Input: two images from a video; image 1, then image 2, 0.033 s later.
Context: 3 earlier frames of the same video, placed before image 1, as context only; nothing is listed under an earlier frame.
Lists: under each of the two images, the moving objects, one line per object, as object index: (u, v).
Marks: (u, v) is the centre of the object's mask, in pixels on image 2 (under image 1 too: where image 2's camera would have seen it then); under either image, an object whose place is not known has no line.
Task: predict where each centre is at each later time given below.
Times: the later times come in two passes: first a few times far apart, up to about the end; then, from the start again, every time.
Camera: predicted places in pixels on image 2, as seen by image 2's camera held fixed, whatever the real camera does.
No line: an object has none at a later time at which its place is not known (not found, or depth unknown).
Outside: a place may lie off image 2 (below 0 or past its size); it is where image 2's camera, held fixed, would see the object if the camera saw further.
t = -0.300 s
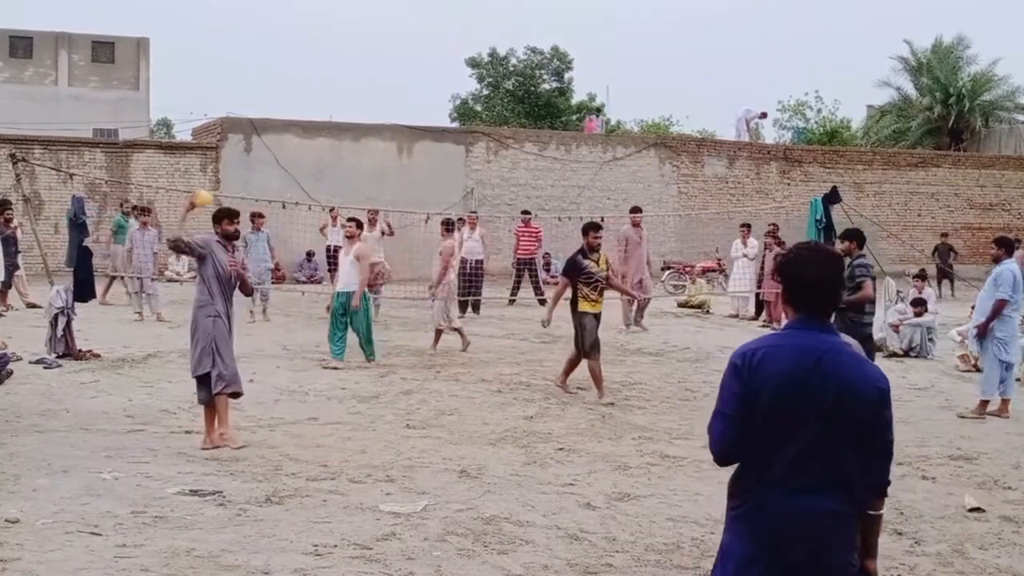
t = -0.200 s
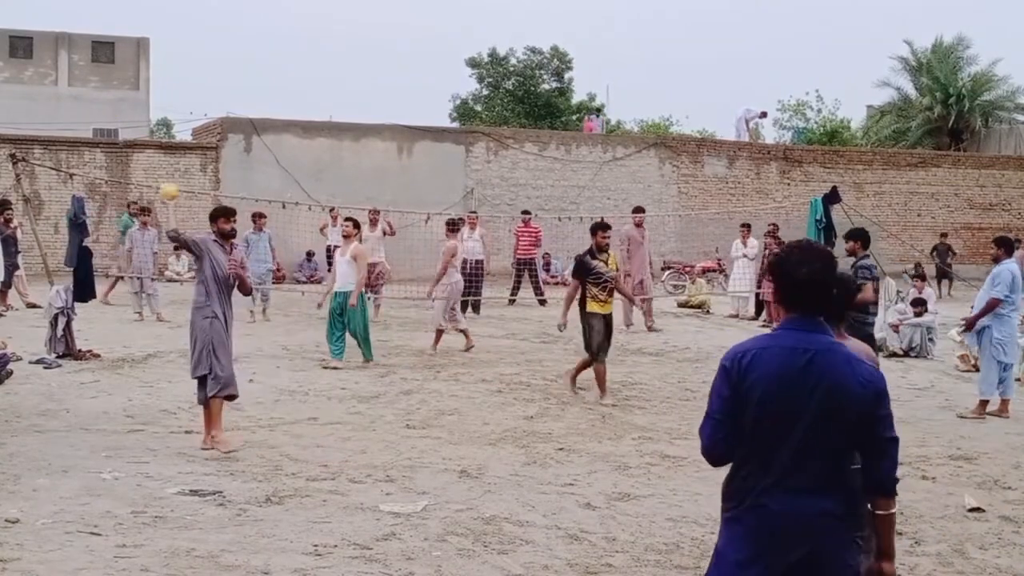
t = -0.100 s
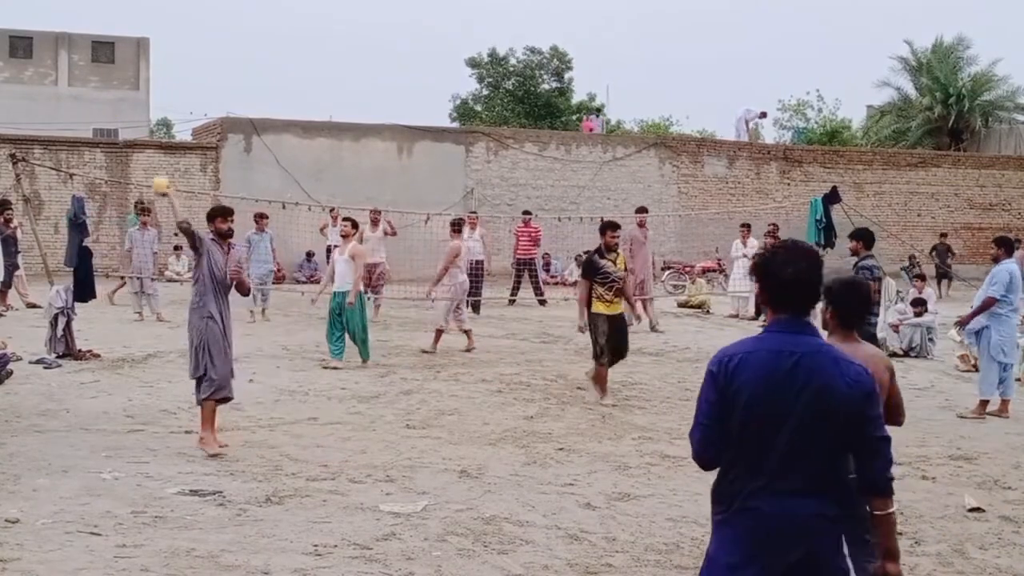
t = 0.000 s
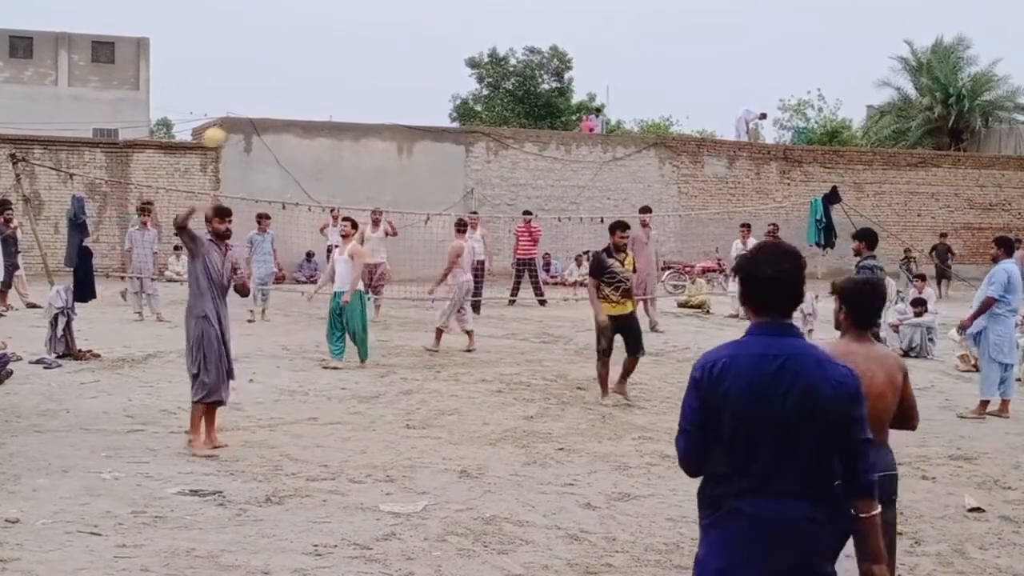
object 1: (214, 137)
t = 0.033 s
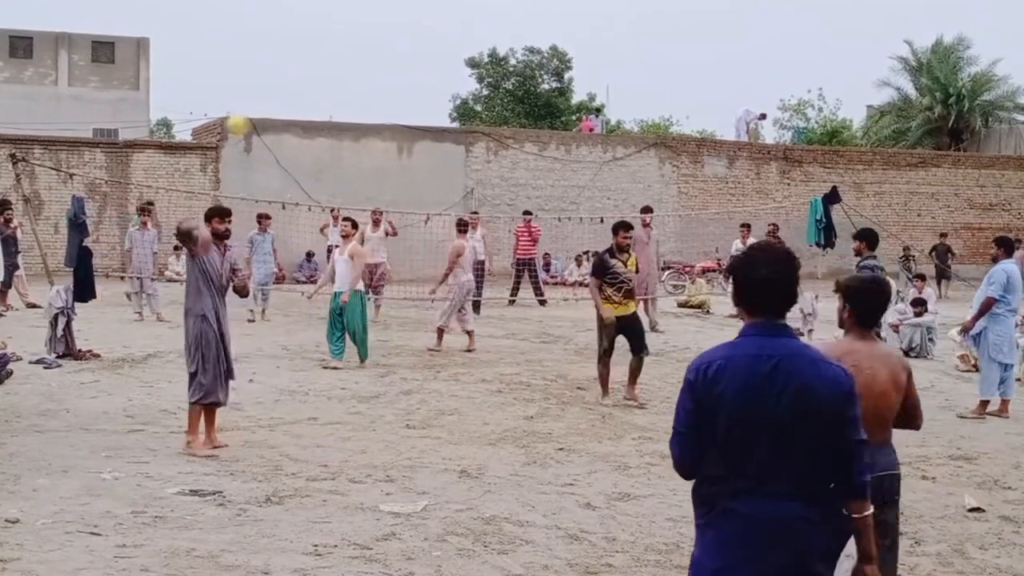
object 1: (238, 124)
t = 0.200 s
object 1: (372, 83)
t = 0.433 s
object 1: (625, 92)
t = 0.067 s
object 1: (262, 113)
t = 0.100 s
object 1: (287, 104)
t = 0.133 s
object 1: (315, 95)
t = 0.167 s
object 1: (343, 88)
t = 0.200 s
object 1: (372, 83)
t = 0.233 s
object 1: (402, 78)
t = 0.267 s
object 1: (434, 76)
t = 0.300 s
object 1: (470, 73)
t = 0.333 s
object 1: (504, 74)
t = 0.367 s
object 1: (542, 77)
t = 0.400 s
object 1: (583, 85)
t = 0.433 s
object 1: (625, 92)
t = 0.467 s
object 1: (671, 102)
